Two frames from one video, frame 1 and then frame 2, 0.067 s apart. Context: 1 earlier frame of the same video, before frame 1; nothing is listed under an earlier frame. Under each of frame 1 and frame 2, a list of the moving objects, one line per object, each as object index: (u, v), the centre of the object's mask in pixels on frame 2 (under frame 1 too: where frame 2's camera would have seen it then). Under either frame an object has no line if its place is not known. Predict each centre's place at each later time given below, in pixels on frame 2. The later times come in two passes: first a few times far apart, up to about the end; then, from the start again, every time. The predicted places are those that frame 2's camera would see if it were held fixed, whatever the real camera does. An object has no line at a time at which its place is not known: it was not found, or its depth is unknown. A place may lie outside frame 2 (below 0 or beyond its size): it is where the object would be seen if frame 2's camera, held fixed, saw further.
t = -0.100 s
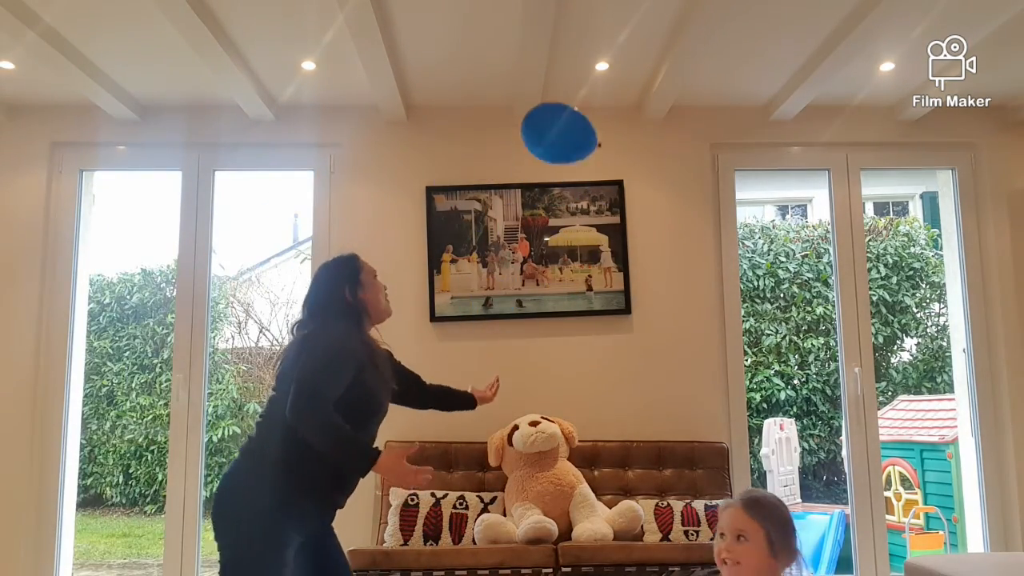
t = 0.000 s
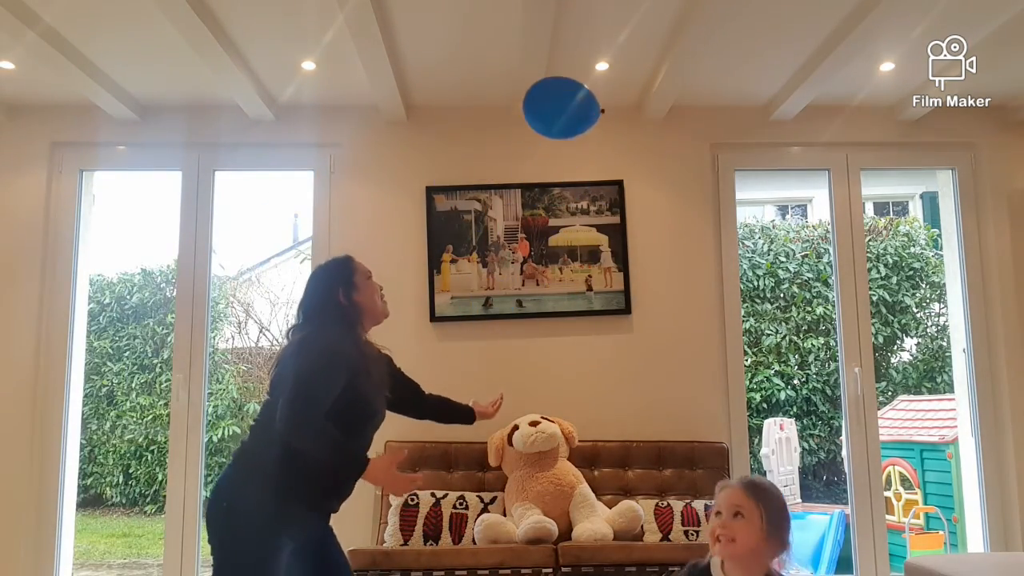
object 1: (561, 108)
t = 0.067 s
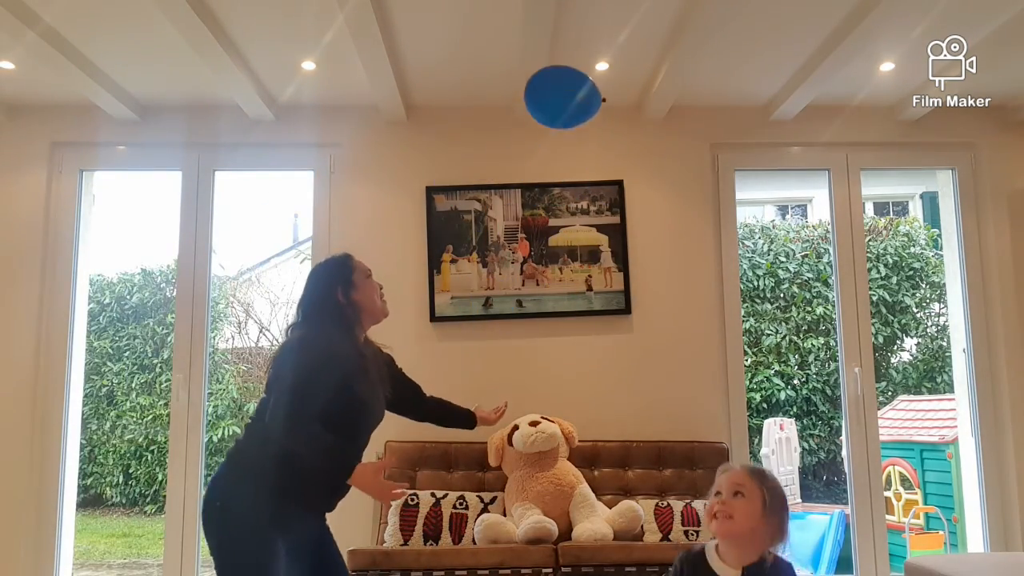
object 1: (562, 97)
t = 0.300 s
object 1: (574, 83)
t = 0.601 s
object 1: (604, 109)
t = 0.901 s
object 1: (634, 187)
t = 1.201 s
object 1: (635, 296)
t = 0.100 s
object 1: (563, 93)
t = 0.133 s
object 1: (564, 90)
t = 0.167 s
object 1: (566, 87)
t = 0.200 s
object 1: (567, 86)
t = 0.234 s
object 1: (569, 84)
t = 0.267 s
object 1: (572, 84)
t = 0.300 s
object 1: (574, 83)
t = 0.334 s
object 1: (577, 84)
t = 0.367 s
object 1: (580, 84)
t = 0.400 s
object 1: (583, 86)
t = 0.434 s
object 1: (586, 88)
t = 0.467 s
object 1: (590, 91)
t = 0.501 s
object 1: (593, 94)
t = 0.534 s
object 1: (597, 99)
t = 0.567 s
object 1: (601, 104)
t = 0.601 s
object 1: (604, 109)
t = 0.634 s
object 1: (608, 116)
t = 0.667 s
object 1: (612, 123)
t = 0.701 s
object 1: (615, 130)
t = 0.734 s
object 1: (618, 139)
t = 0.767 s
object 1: (621, 147)
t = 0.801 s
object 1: (625, 157)
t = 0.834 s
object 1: (628, 166)
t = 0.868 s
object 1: (631, 176)
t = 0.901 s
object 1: (634, 187)
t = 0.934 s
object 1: (636, 198)
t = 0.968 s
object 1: (637, 209)
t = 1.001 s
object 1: (639, 221)
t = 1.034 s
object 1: (640, 232)
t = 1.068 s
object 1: (640, 244)
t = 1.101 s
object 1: (640, 257)
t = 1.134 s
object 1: (639, 270)
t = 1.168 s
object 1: (637, 283)
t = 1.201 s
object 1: (635, 296)
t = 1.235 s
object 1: (633, 310)
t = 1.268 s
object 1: (630, 325)
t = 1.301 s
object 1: (627, 339)
